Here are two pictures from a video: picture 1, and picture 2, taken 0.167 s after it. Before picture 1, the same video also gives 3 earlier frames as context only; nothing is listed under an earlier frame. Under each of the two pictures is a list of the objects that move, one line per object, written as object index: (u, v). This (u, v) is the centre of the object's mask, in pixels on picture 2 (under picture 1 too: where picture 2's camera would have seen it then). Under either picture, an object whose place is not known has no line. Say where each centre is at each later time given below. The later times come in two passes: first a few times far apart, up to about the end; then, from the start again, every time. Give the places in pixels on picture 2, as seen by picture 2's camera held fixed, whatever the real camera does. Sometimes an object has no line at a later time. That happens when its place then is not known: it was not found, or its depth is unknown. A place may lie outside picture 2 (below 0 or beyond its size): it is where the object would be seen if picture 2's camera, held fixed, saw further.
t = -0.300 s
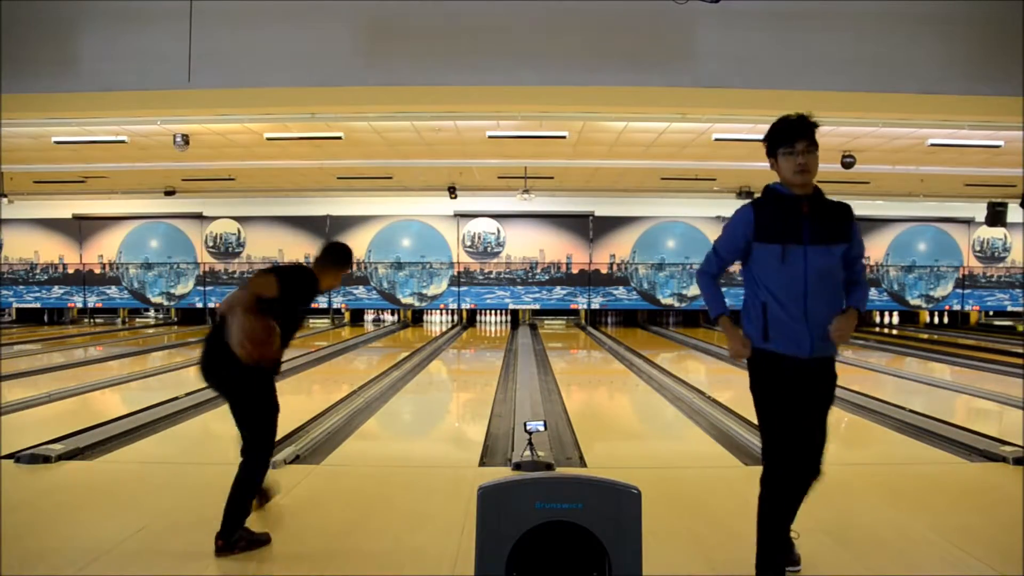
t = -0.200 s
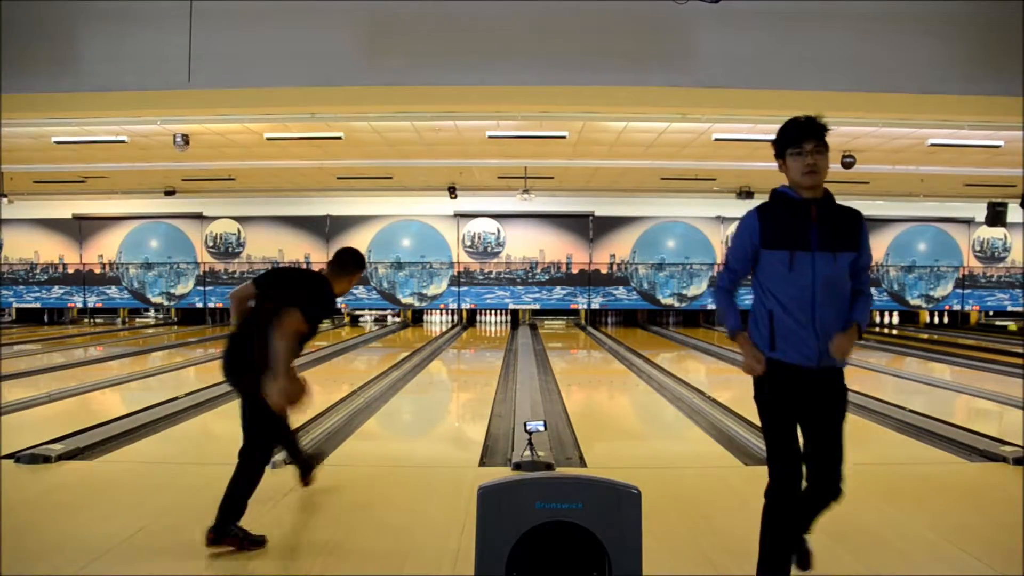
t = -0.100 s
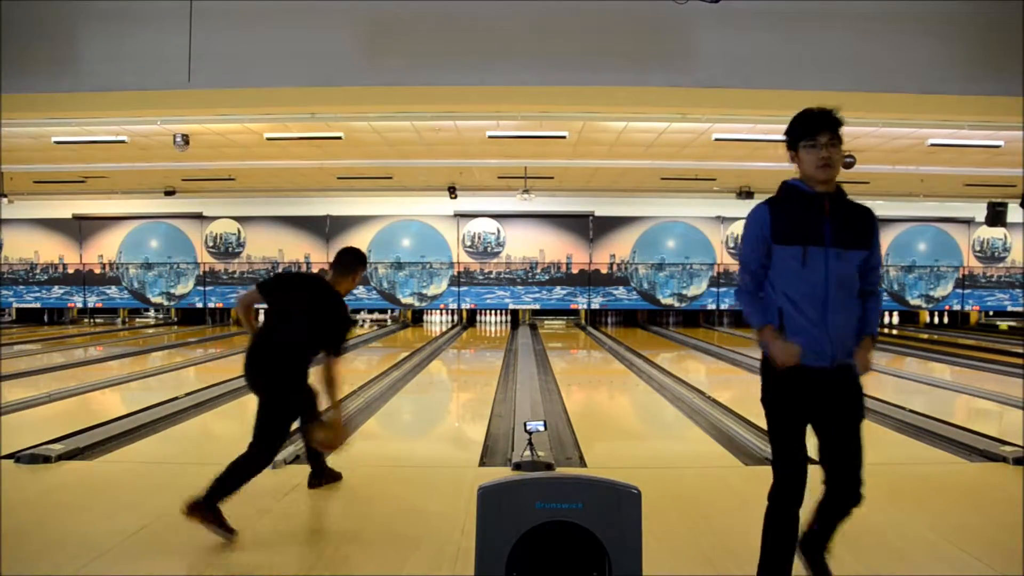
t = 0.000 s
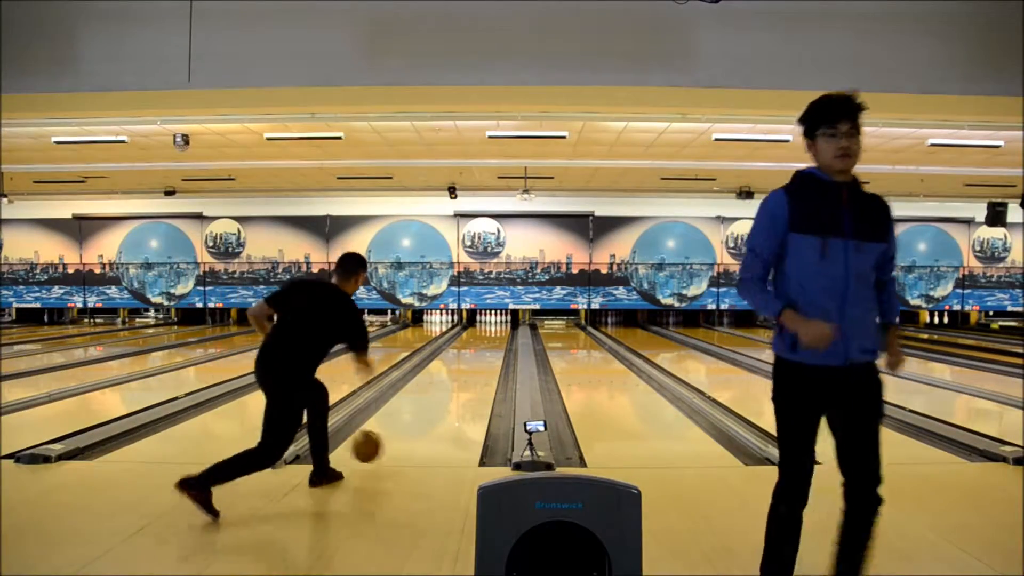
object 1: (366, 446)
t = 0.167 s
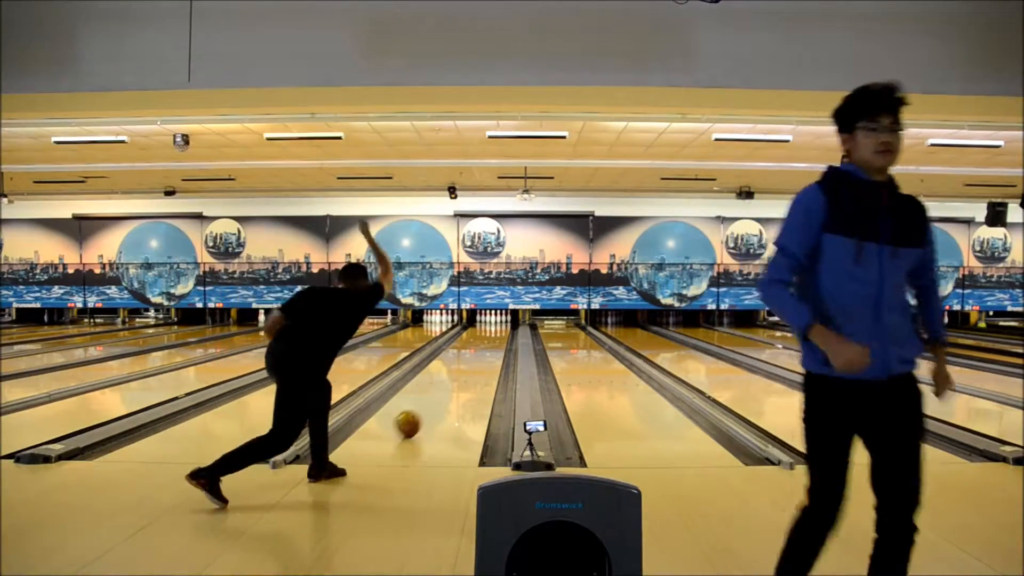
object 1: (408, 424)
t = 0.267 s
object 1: (425, 410)
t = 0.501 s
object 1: (454, 385)
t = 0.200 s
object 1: (414, 419)
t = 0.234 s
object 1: (420, 414)
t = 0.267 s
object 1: (425, 410)
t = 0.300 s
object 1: (430, 406)
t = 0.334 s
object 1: (435, 402)
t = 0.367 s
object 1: (439, 398)
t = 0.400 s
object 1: (443, 395)
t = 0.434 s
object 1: (447, 391)
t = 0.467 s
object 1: (450, 388)
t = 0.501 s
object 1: (454, 385)
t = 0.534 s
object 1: (457, 383)
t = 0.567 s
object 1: (460, 380)
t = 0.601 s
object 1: (463, 378)
